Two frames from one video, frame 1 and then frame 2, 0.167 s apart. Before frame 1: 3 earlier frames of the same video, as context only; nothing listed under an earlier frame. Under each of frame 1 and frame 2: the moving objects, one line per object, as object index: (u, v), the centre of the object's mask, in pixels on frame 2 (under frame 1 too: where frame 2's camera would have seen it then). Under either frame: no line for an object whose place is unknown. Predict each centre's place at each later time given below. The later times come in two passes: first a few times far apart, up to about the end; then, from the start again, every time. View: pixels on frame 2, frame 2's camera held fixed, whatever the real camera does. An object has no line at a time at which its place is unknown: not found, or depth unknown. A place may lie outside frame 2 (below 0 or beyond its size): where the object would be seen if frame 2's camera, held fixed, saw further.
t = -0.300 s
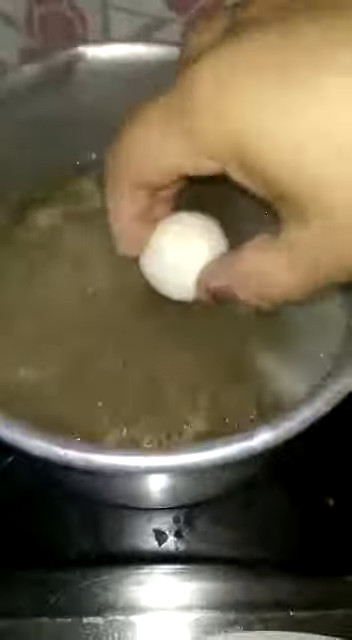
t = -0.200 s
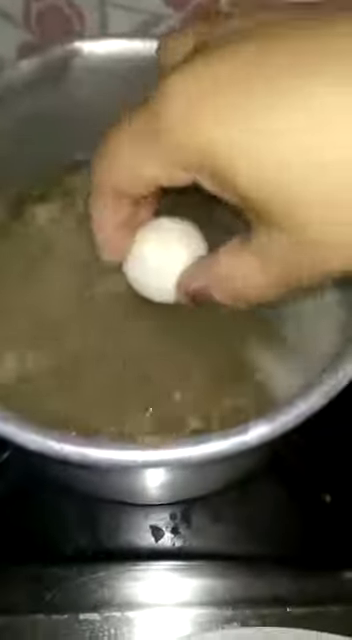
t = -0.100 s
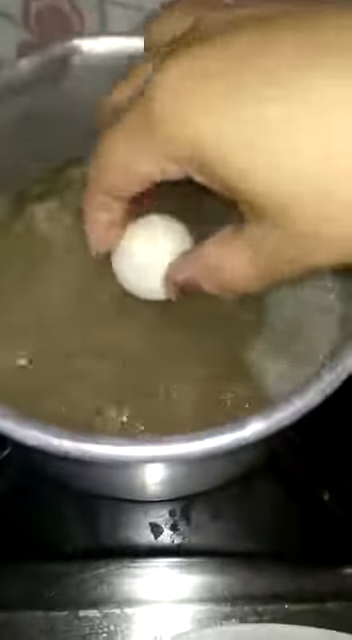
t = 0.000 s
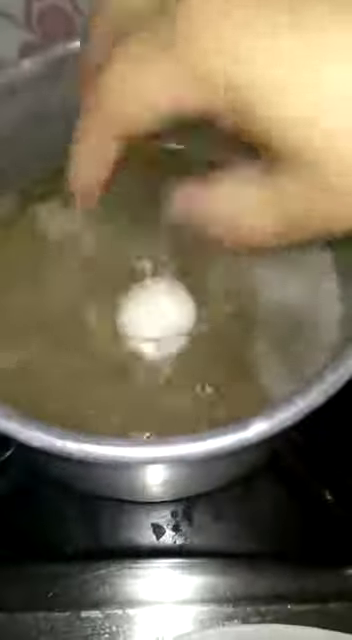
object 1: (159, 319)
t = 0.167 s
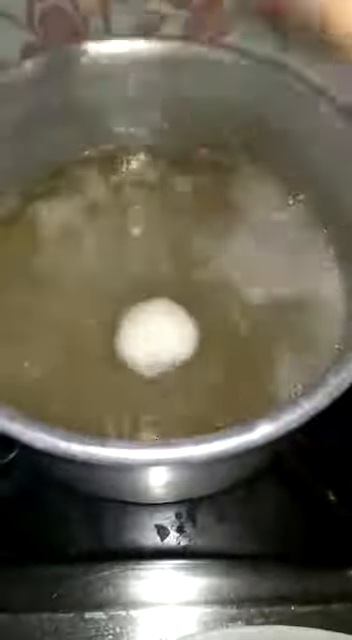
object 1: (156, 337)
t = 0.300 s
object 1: (154, 344)
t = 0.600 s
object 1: (151, 348)
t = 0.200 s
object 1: (155, 339)
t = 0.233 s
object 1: (155, 340)
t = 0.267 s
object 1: (155, 342)
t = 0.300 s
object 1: (154, 344)
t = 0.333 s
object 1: (154, 346)
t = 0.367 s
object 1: (154, 348)
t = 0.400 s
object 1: (154, 349)
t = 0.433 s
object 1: (154, 349)
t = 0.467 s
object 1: (153, 348)
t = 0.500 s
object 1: (153, 349)
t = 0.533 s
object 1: (152, 348)
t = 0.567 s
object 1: (152, 348)
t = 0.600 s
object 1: (151, 348)
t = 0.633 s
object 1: (149, 348)
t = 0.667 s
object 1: (149, 348)
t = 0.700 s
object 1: (148, 347)
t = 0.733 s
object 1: (146, 346)
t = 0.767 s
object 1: (145, 344)
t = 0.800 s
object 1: (143, 343)
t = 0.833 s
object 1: (142, 342)
